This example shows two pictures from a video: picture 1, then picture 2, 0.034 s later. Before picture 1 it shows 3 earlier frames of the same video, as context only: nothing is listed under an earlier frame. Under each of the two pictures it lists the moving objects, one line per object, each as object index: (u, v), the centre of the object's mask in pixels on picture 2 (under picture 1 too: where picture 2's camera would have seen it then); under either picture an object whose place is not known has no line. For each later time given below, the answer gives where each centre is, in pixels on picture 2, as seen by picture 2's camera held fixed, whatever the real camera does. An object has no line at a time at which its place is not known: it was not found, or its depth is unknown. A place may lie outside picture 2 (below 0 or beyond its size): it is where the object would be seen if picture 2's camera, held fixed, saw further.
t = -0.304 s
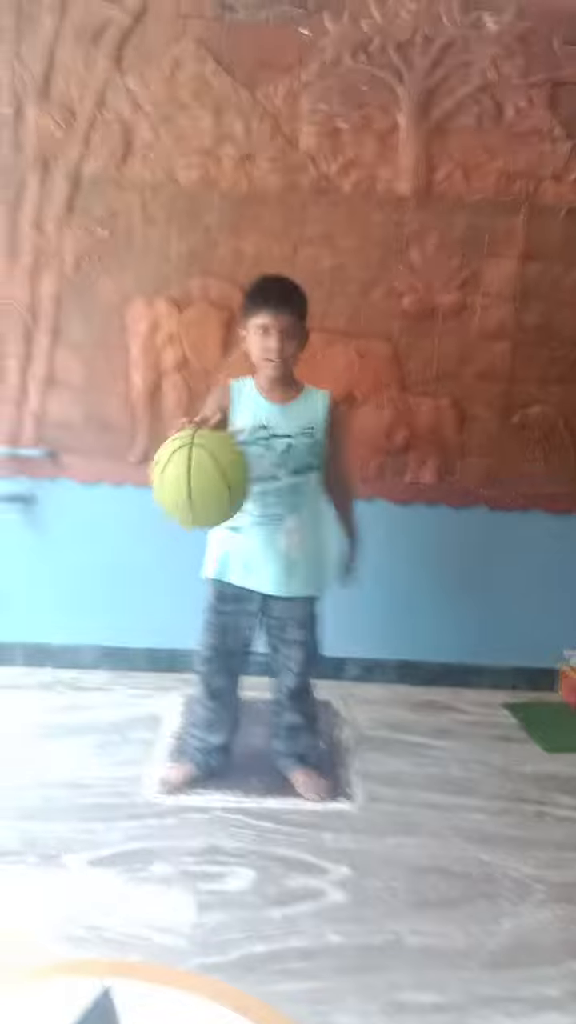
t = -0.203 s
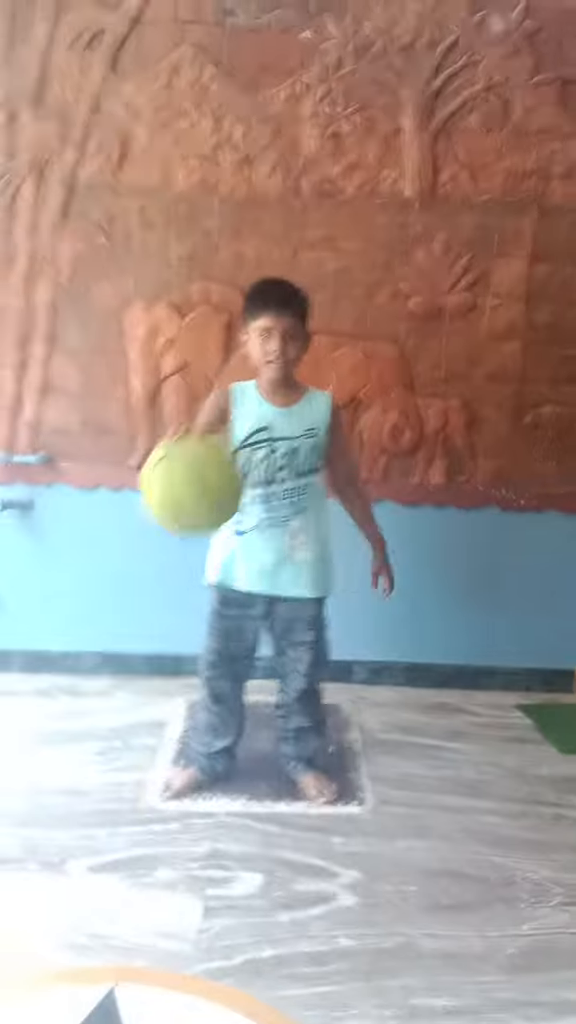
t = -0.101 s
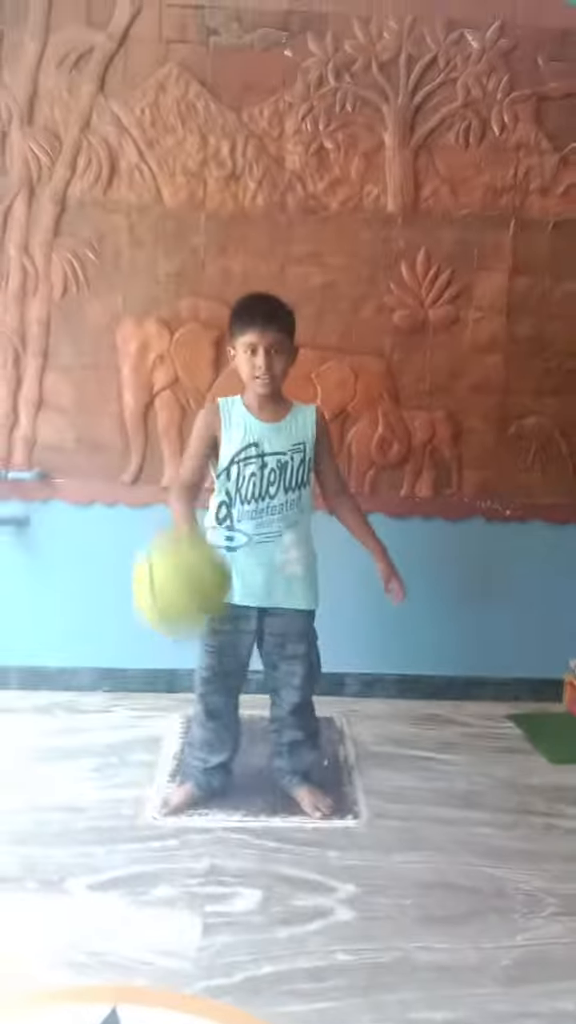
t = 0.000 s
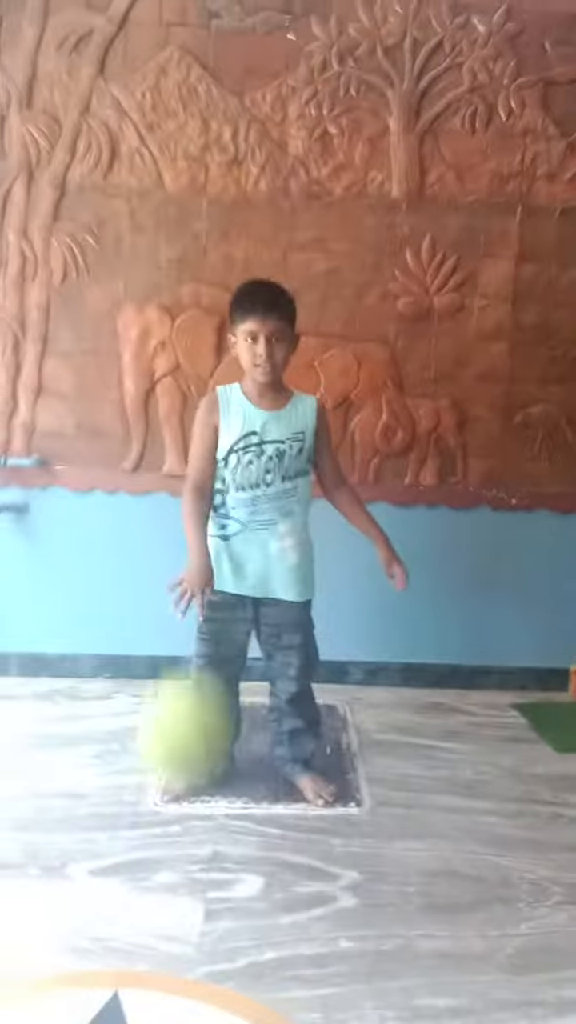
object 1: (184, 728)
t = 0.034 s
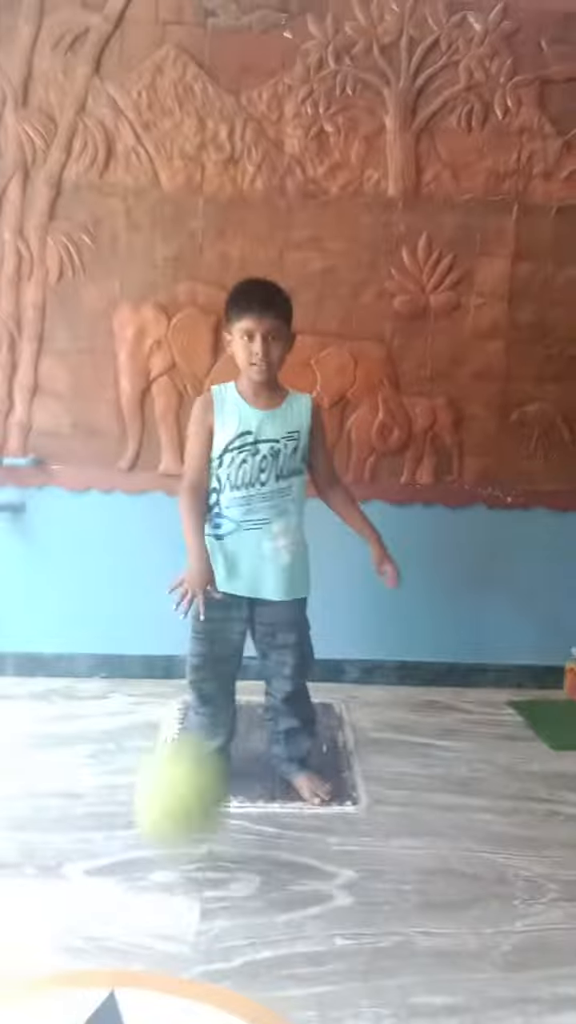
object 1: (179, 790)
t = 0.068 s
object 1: (181, 815)
